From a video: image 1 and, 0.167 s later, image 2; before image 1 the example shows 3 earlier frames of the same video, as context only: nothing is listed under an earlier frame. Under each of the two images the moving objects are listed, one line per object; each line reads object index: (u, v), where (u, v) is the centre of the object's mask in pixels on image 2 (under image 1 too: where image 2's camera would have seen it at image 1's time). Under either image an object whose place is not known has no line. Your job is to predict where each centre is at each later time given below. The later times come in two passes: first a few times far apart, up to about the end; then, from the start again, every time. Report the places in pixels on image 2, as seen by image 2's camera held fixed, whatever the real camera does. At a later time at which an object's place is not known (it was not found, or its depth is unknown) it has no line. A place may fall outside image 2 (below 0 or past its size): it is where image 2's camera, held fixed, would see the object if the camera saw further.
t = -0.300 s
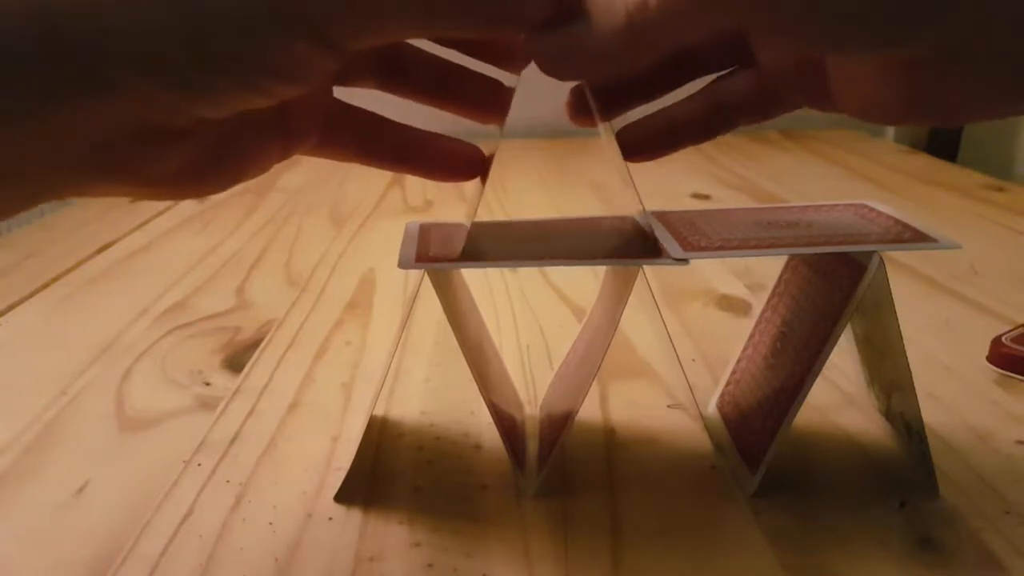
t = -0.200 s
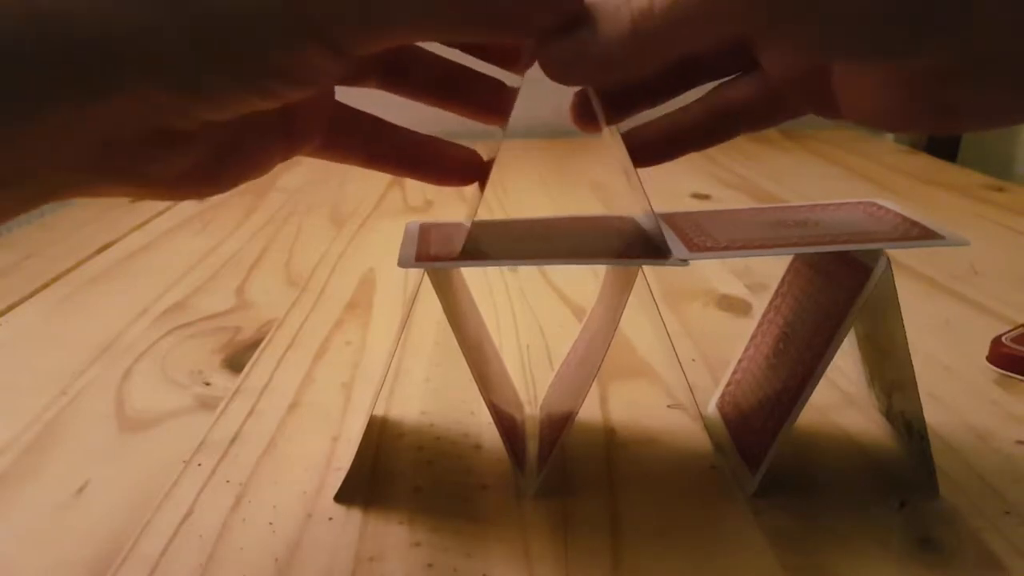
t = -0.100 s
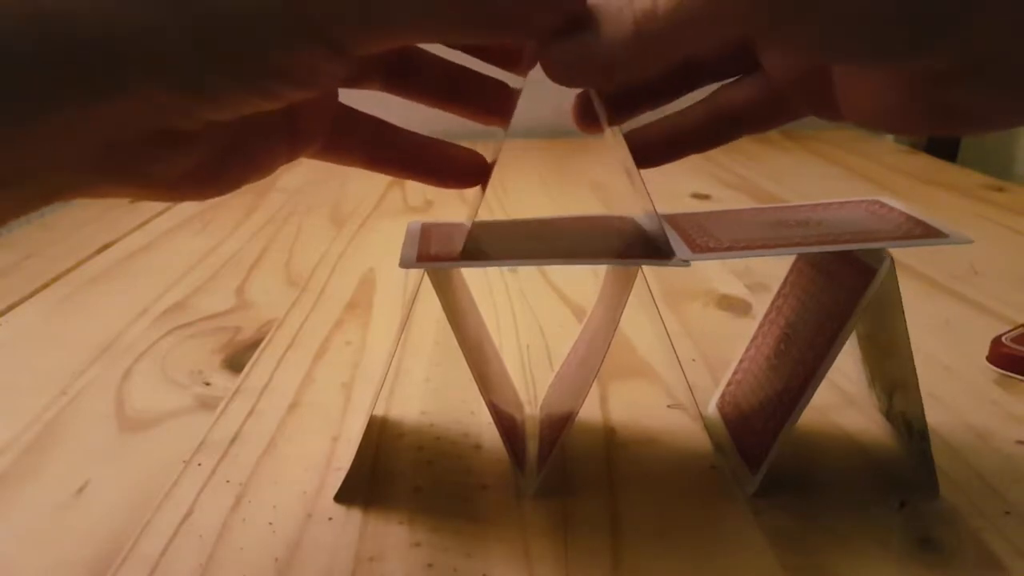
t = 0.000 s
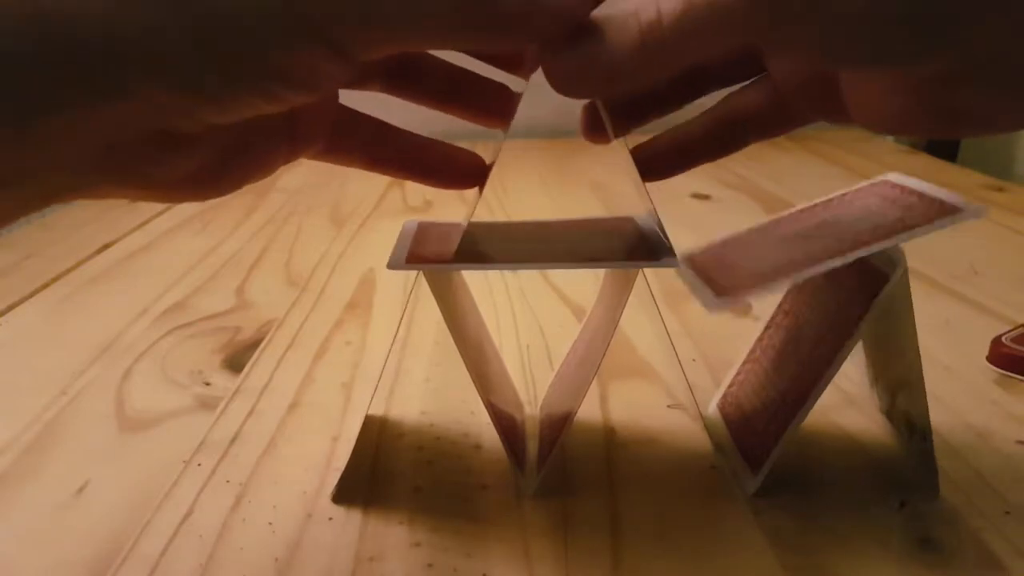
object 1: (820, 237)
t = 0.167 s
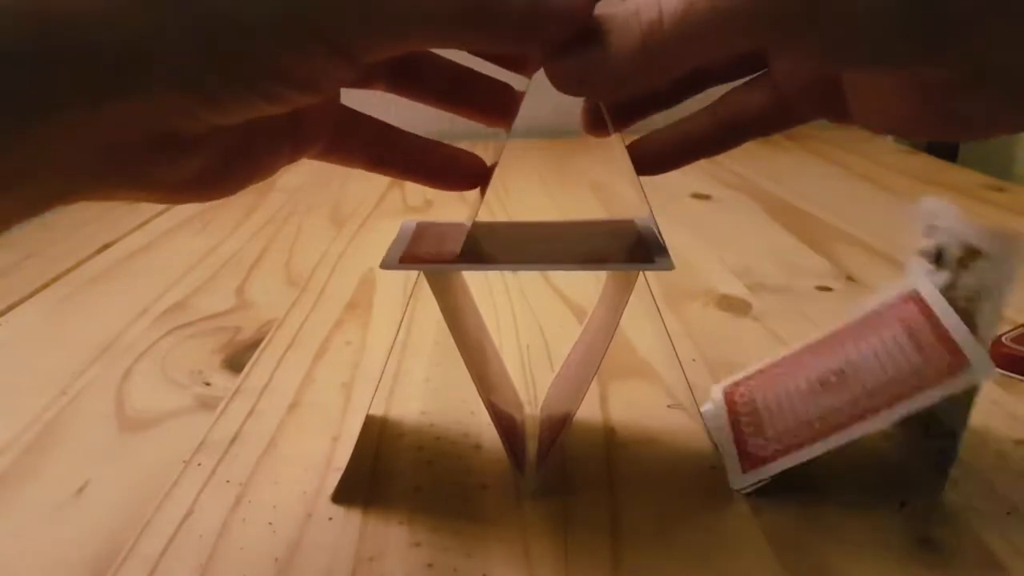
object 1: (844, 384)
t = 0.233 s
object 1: (851, 436)
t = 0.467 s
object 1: (842, 448)
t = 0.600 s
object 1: (842, 448)
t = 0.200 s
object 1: (852, 411)
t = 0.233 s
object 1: (851, 436)
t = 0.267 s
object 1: (844, 451)
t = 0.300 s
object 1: (842, 451)
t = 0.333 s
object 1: (842, 449)
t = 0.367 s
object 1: (842, 448)
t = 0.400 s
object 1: (842, 448)
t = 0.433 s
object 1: (842, 448)
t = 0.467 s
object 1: (842, 448)
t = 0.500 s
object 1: (842, 448)
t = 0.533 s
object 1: (842, 448)
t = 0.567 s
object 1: (842, 448)
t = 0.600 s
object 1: (842, 448)
